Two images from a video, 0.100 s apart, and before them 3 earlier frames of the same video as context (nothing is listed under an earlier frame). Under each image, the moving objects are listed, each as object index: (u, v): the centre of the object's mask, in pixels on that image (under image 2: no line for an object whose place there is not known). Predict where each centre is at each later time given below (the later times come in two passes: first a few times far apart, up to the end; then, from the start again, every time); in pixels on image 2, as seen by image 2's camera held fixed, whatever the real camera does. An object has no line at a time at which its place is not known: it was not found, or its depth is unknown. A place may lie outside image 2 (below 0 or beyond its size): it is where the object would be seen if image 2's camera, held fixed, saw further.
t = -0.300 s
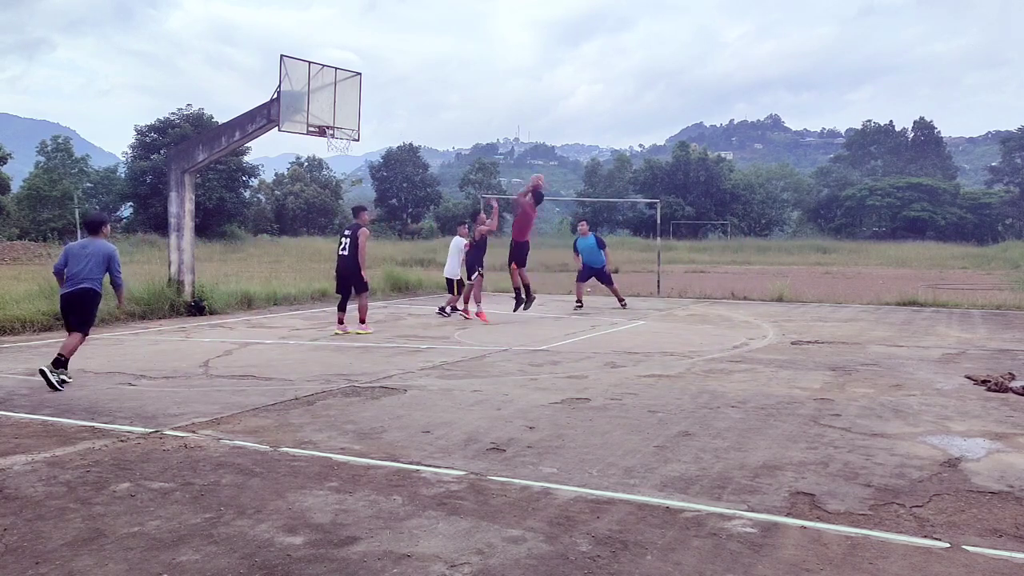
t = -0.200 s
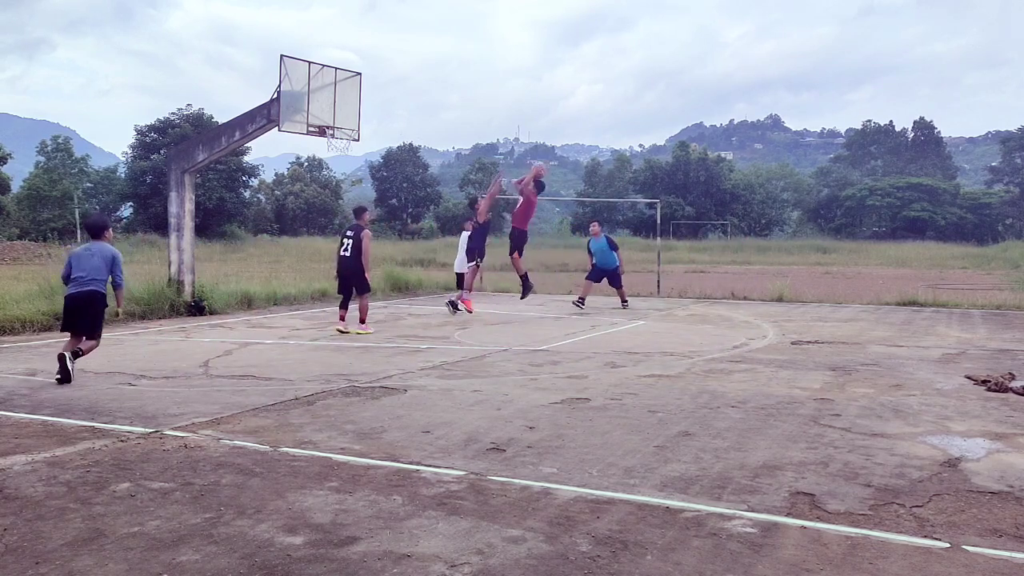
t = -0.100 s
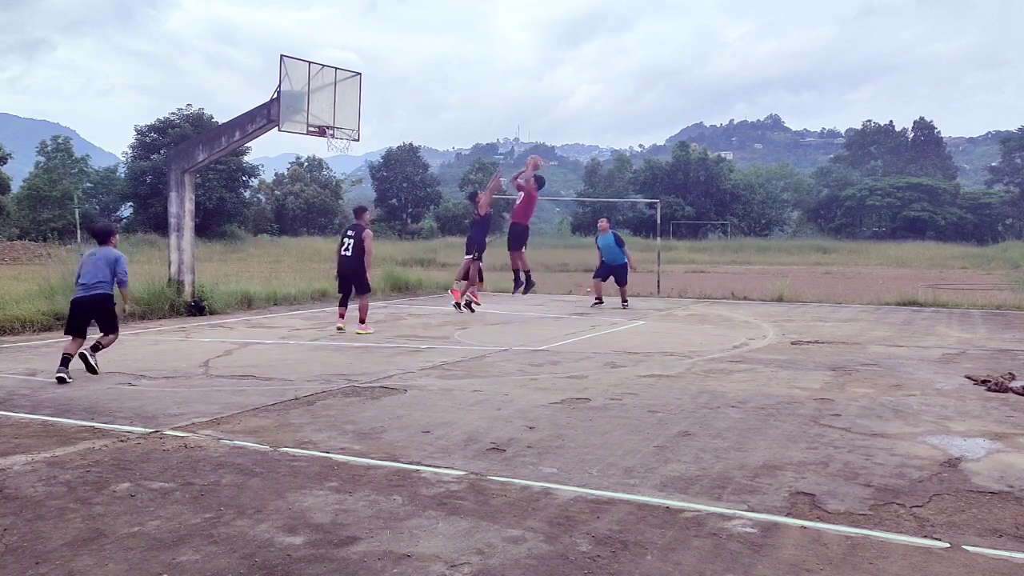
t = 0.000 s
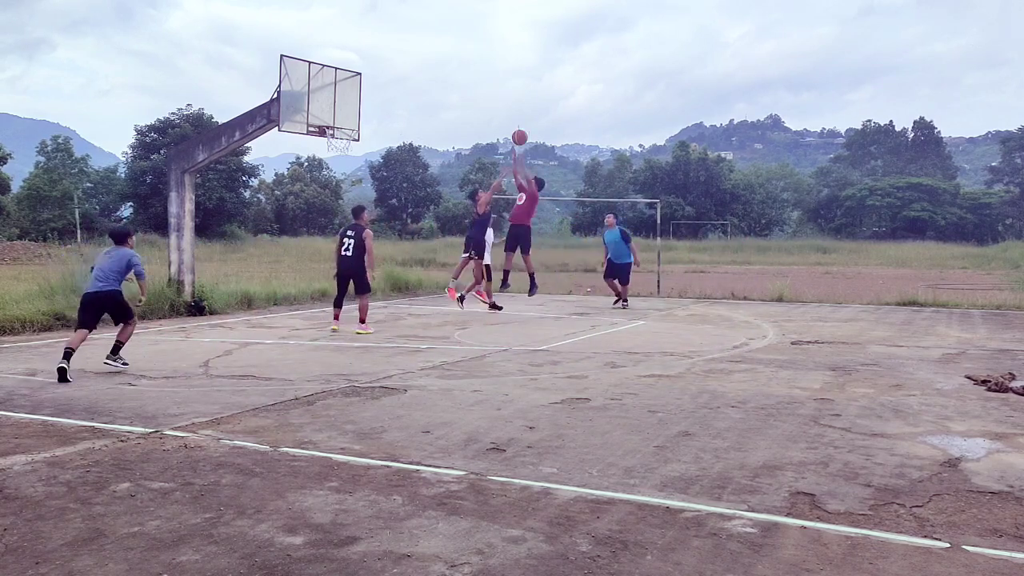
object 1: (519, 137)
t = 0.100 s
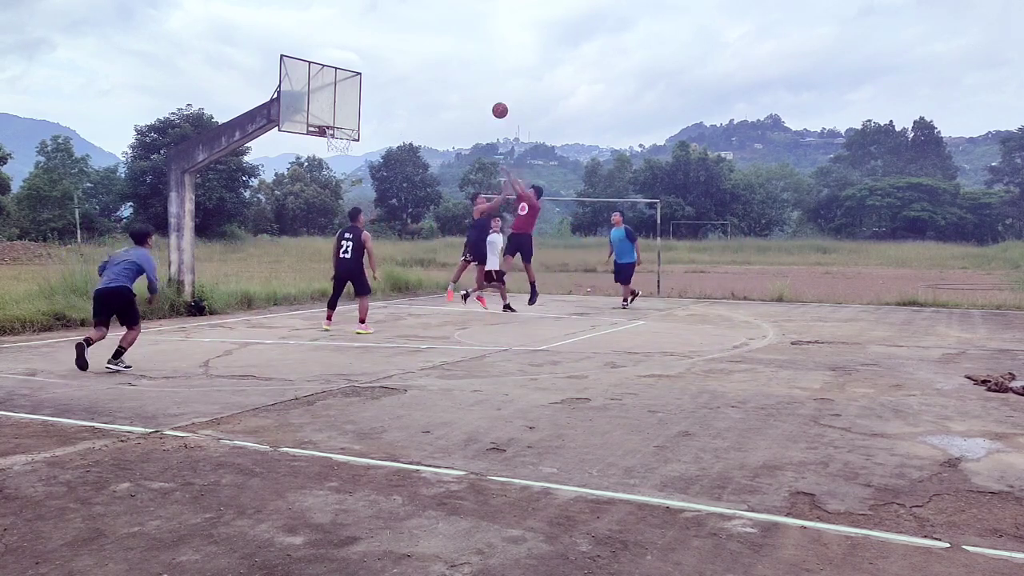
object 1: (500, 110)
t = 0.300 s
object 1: (459, 76)
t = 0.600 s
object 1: (399, 73)
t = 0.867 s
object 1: (346, 121)
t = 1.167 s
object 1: (319, 169)
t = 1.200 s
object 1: (317, 176)
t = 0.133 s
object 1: (493, 103)
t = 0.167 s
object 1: (486, 96)
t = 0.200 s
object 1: (480, 90)
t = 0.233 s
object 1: (473, 85)
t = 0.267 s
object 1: (466, 80)
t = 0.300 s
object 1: (459, 76)
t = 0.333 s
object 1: (453, 73)
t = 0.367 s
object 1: (446, 70)
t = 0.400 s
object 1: (439, 68)
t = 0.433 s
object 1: (433, 67)
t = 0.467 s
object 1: (426, 67)
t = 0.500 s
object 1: (419, 67)
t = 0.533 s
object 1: (413, 68)
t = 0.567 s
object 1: (406, 70)
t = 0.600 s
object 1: (399, 73)
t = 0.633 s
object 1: (392, 76)
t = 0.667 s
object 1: (386, 81)
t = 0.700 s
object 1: (379, 85)
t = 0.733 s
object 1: (372, 91)
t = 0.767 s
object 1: (366, 98)
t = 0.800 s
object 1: (359, 105)
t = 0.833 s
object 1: (352, 113)
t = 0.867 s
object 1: (346, 121)
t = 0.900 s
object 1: (339, 131)
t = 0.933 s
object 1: (332, 141)
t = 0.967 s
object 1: (329, 145)
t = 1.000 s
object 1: (327, 147)
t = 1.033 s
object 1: (326, 150)
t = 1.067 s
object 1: (324, 154)
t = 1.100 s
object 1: (322, 159)
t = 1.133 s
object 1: (321, 164)
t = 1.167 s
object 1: (319, 169)
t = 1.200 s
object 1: (317, 176)
